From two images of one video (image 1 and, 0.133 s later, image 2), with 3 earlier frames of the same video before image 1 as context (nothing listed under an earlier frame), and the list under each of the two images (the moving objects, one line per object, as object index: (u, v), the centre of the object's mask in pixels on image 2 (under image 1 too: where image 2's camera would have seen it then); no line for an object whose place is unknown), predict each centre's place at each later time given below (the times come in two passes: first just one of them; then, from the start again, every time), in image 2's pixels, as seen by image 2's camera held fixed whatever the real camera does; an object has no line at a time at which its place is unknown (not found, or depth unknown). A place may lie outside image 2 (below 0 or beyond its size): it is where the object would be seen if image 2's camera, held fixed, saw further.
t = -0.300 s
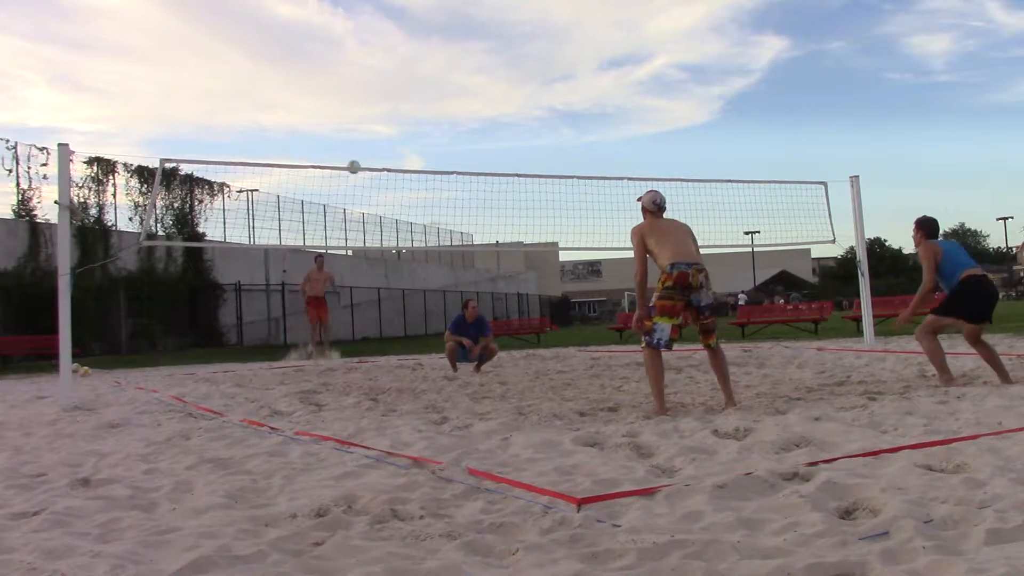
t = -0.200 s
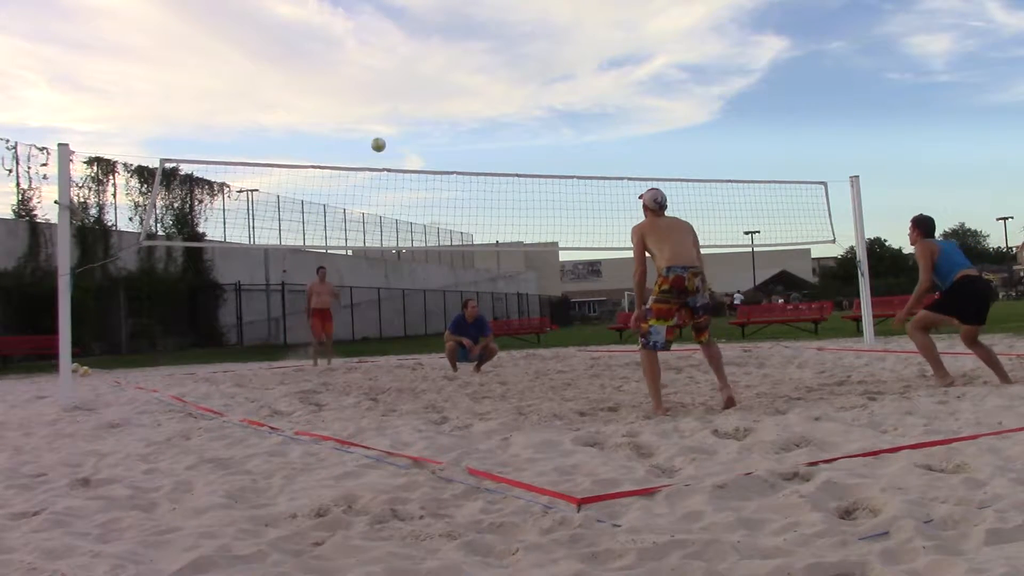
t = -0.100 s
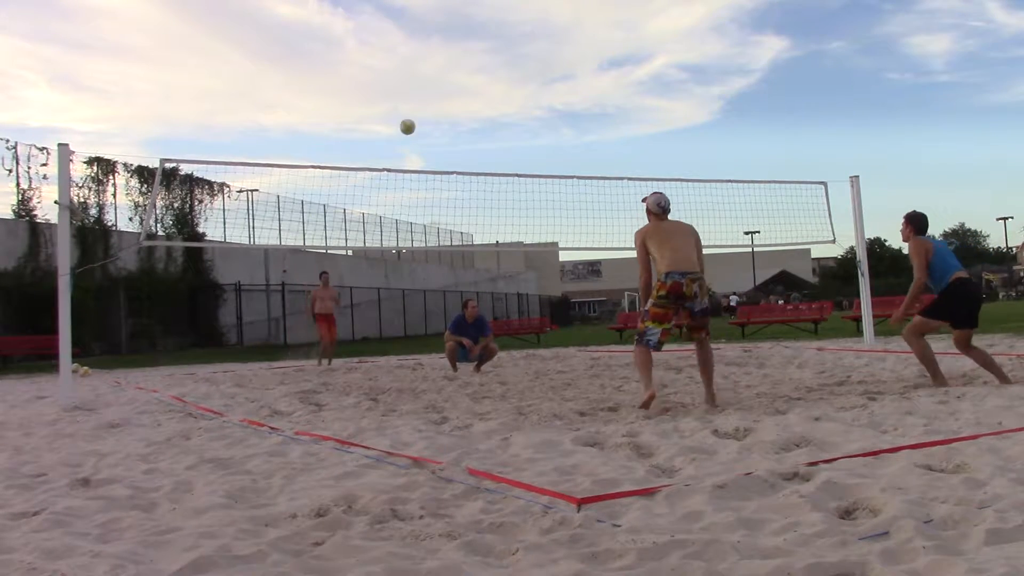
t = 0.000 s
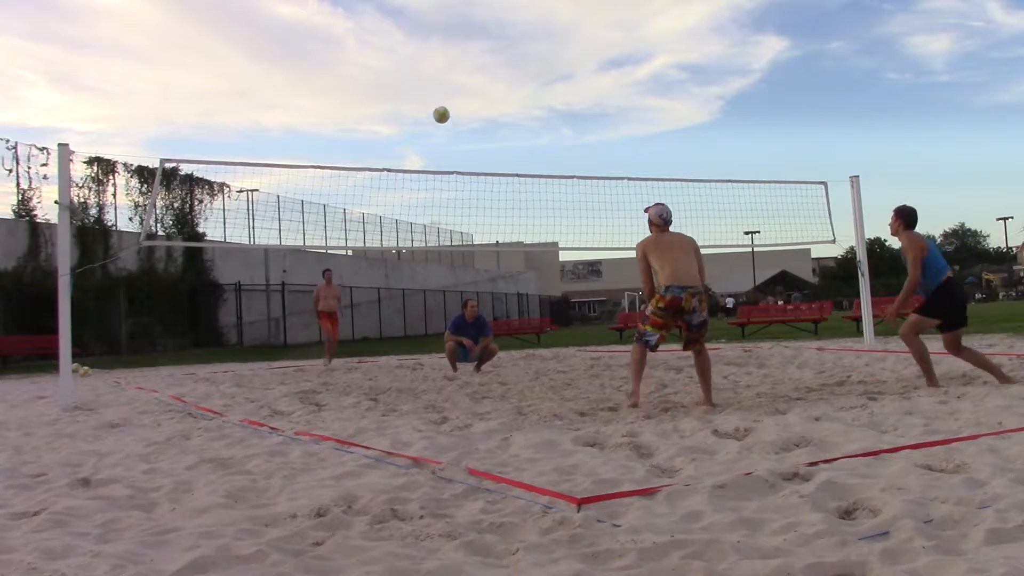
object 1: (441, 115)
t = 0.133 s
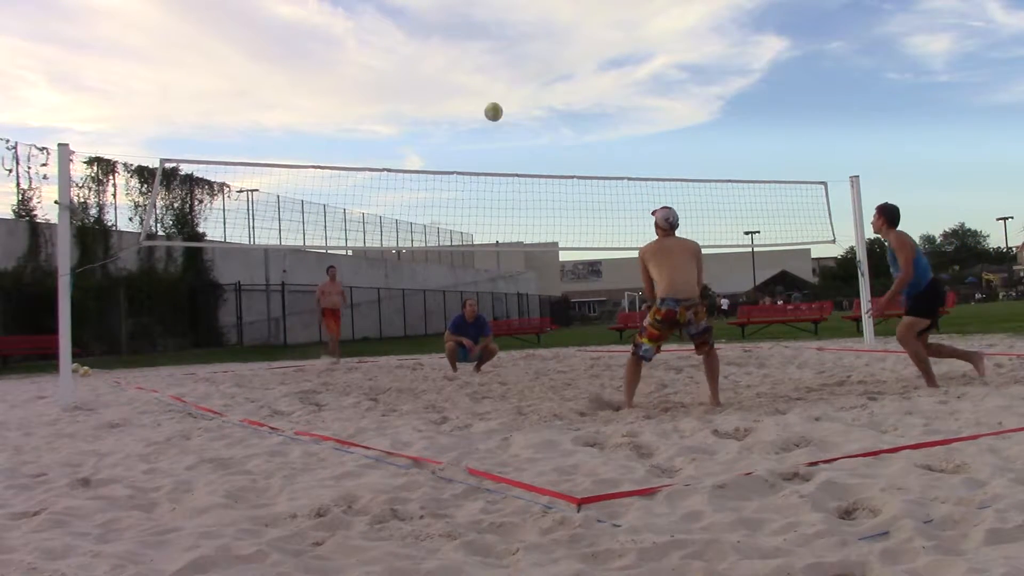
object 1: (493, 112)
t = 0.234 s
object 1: (539, 121)
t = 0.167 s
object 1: (508, 114)
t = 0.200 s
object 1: (523, 117)
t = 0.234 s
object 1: (539, 121)
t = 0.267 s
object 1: (556, 128)
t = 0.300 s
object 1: (575, 135)
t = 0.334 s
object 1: (594, 145)
